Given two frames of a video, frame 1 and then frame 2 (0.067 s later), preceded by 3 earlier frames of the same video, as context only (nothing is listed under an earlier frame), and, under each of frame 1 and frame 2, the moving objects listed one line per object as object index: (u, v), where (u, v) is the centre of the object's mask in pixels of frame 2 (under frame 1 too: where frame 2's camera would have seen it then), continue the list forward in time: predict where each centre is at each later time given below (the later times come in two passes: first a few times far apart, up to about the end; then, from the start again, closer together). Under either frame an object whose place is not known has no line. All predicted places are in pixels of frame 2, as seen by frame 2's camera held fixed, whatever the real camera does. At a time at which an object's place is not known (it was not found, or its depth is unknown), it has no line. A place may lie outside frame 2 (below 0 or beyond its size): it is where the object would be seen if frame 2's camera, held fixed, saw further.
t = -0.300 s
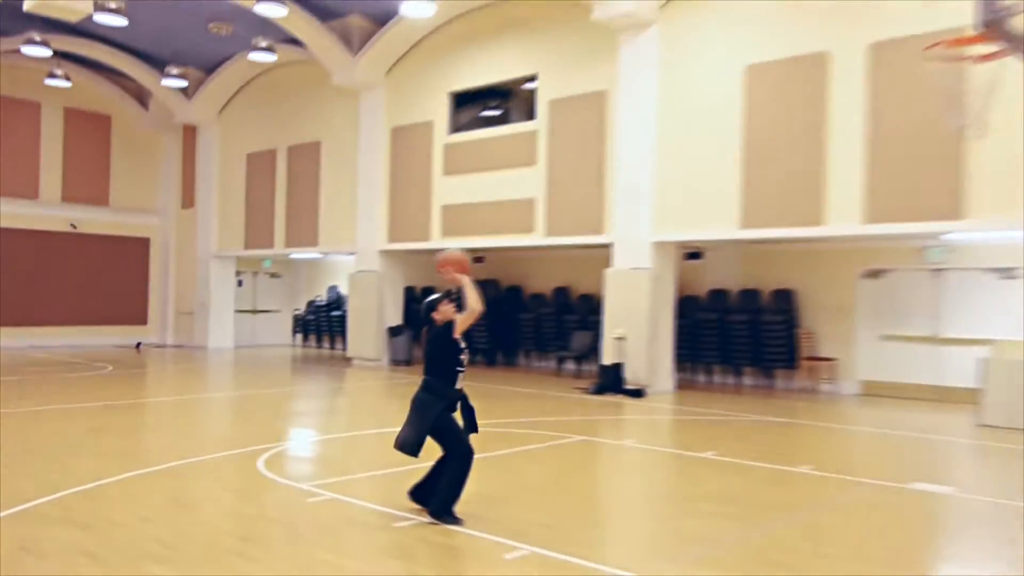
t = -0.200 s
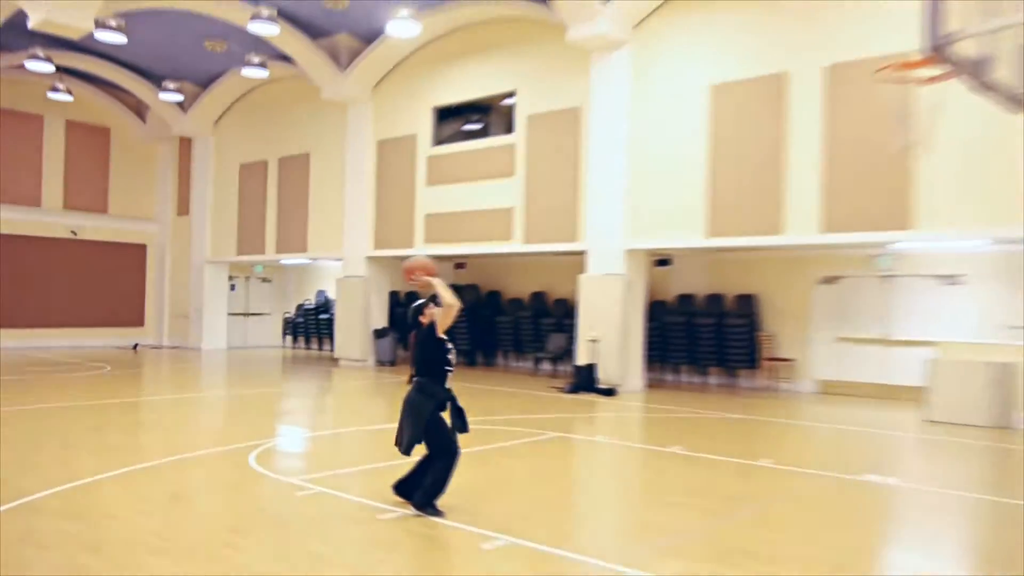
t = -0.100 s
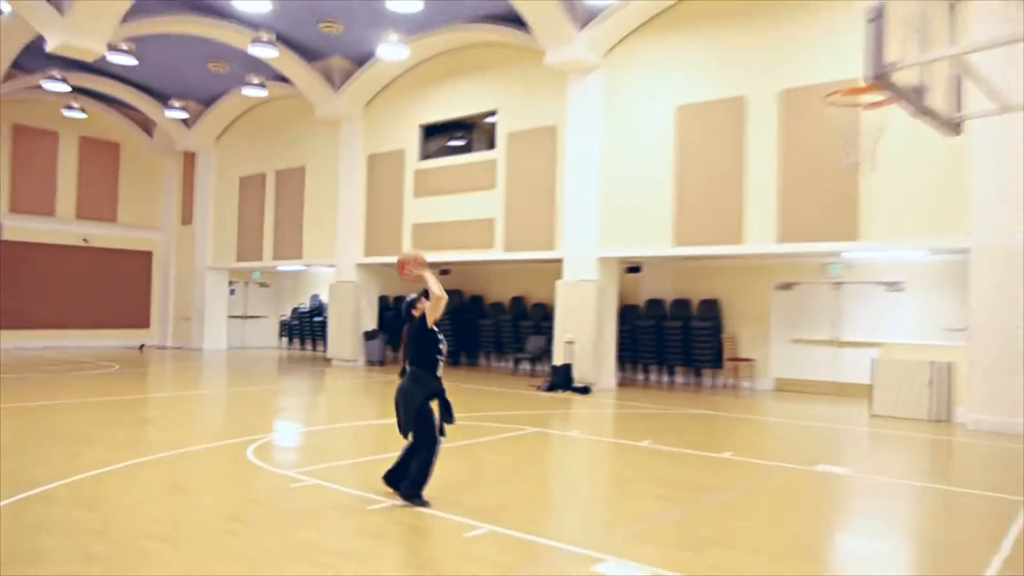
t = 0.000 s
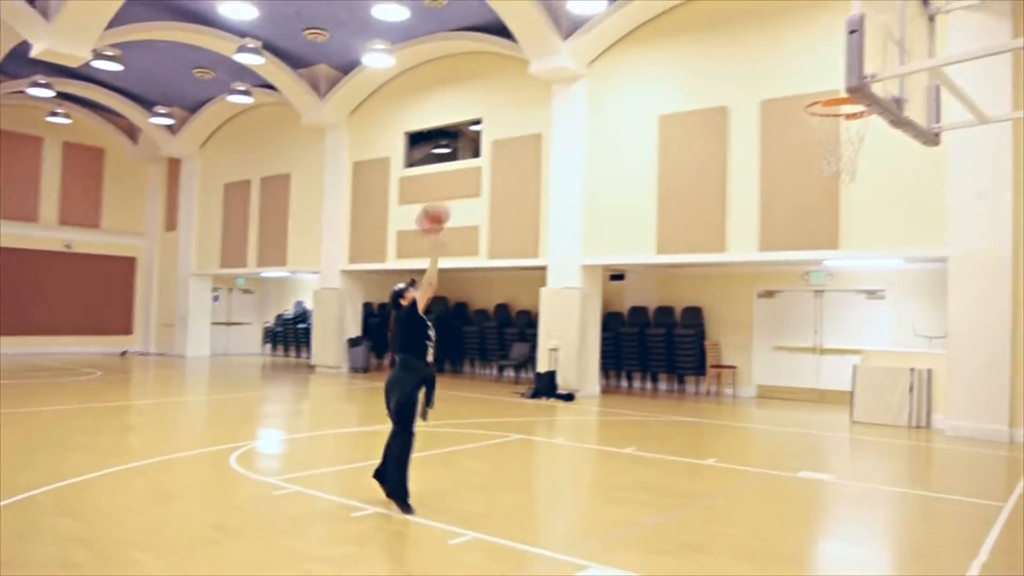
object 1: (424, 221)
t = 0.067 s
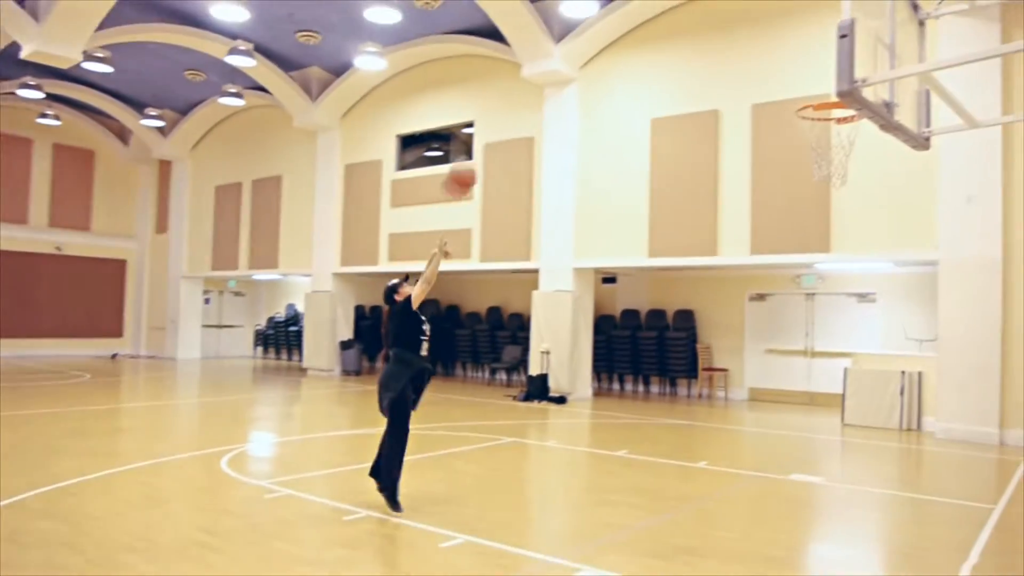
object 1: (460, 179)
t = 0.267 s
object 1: (563, 92)
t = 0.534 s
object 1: (696, 53)
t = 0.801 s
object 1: (824, 101)
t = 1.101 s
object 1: (833, 93)
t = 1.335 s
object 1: (832, 125)
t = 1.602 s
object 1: (849, 157)
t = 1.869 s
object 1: (850, 257)
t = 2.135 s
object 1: (848, 453)
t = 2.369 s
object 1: (847, 405)
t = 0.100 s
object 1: (477, 162)
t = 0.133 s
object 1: (495, 145)
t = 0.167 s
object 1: (512, 130)
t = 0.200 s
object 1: (529, 116)
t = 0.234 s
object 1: (546, 104)
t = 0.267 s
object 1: (563, 92)
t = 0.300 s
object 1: (580, 83)
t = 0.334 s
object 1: (596, 75)
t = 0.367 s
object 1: (614, 68)
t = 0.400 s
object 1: (631, 62)
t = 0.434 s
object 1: (646, 57)
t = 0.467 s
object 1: (663, 54)
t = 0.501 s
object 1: (680, 53)
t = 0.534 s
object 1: (696, 53)
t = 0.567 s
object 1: (712, 55)
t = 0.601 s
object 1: (729, 58)
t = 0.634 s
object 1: (745, 62)
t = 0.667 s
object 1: (762, 68)
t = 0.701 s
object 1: (778, 75)
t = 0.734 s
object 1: (794, 83)
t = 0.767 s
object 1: (811, 91)
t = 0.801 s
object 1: (824, 101)
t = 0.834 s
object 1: (830, 95)
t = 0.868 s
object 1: (841, 103)
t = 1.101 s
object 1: (833, 93)
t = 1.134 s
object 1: (826, 93)
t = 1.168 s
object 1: (824, 101)
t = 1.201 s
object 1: (818, 111)
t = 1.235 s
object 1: (818, 114)
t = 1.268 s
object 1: (825, 120)
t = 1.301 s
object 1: (828, 122)
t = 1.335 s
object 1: (832, 125)
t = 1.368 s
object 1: (837, 131)
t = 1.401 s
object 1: (840, 135)
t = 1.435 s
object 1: (843, 138)
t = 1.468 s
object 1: (845, 141)
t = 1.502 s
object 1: (847, 143)
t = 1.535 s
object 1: (848, 146)
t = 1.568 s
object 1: (849, 150)
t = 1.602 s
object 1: (849, 157)
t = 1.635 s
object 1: (851, 166)
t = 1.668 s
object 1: (850, 174)
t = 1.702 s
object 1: (850, 183)
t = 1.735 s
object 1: (850, 195)
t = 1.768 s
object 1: (849, 208)
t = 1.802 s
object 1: (850, 223)
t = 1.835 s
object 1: (850, 239)
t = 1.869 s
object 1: (850, 257)
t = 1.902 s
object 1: (850, 277)
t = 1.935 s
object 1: (849, 297)
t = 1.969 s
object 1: (851, 320)
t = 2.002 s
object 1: (851, 343)
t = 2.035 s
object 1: (849, 369)
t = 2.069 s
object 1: (849, 394)
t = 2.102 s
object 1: (851, 424)
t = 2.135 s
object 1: (848, 453)
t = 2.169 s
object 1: (850, 482)
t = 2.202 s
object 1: (848, 510)
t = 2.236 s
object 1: (847, 494)
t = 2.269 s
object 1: (847, 469)
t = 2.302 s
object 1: (846, 447)
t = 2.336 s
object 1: (848, 425)
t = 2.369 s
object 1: (847, 405)
